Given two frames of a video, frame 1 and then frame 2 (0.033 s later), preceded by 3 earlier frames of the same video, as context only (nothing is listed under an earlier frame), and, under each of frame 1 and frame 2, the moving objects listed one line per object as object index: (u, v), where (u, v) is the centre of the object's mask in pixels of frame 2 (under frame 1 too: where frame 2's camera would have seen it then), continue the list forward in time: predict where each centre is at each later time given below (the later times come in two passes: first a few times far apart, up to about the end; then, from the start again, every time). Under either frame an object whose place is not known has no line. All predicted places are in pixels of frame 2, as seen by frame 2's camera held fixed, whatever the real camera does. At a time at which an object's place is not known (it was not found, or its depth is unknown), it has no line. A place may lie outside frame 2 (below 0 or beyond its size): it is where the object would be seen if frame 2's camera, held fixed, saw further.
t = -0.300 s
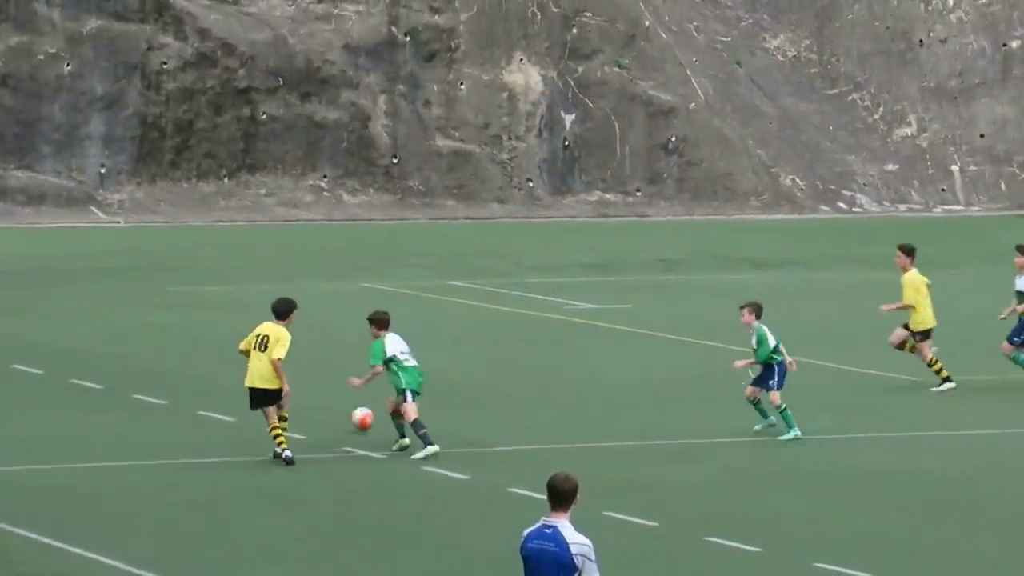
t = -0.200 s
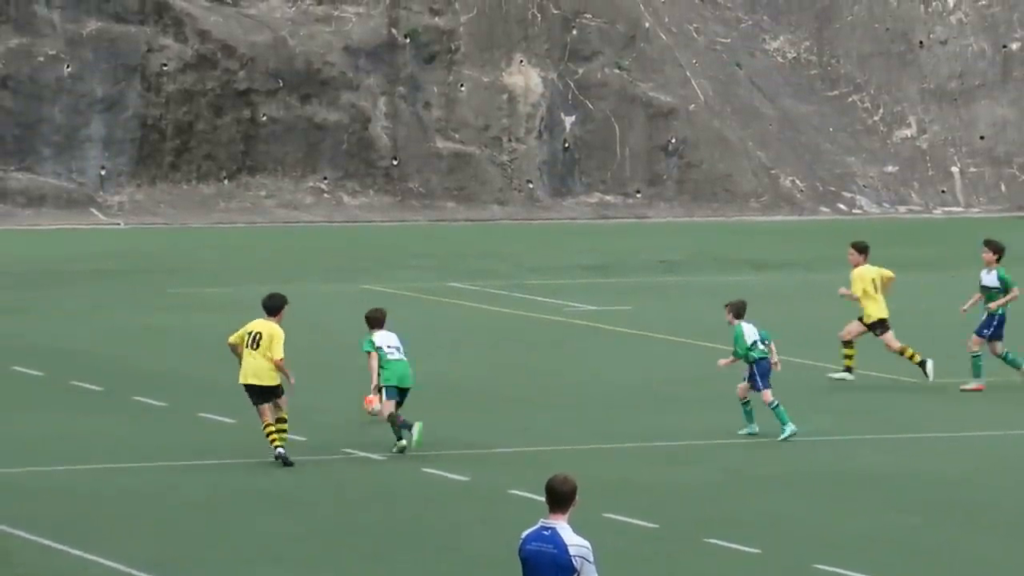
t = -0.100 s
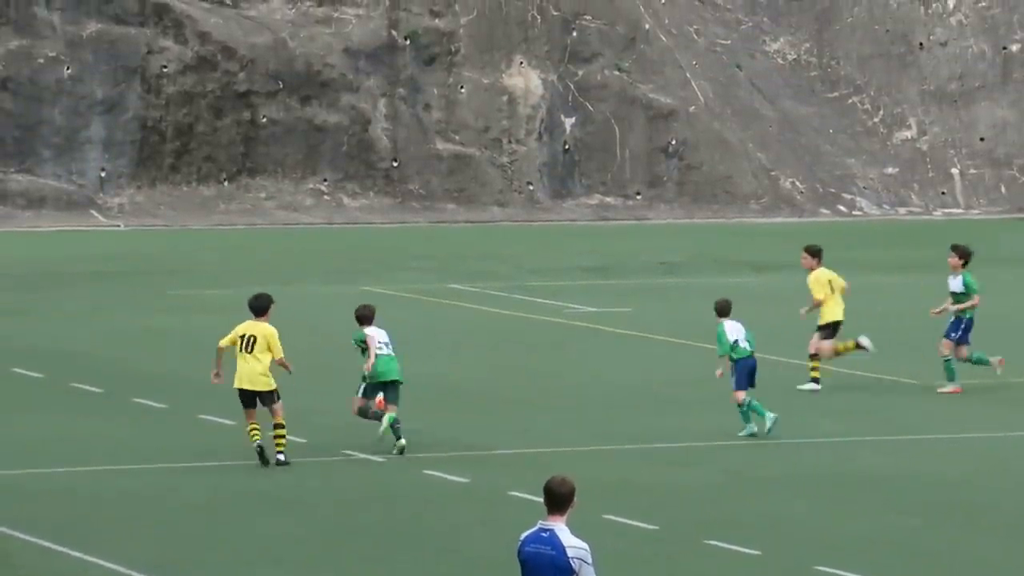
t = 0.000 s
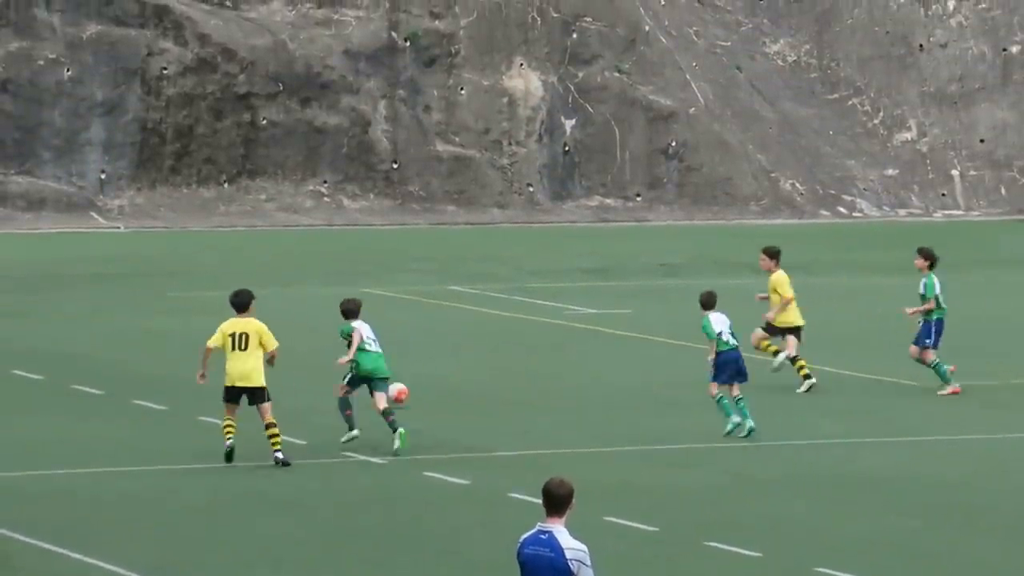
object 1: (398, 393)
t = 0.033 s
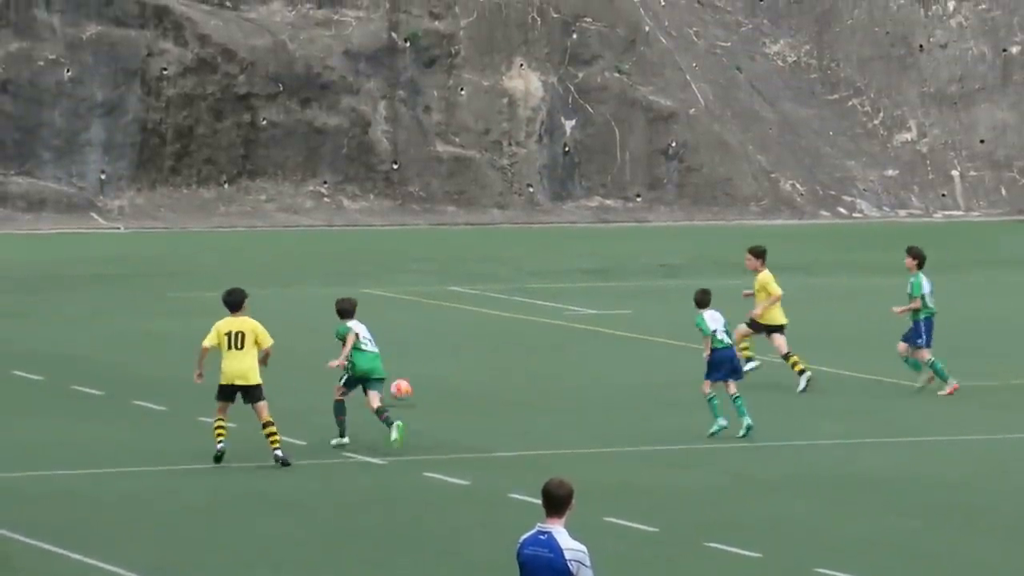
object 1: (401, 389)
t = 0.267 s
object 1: (423, 376)
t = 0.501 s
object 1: (445, 367)
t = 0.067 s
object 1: (403, 387)
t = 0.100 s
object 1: (407, 385)
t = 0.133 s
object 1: (410, 385)
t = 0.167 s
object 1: (414, 386)
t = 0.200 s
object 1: (416, 384)
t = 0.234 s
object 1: (420, 379)
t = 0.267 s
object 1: (423, 376)
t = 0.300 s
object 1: (426, 374)
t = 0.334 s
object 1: (429, 373)
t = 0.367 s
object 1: (432, 373)
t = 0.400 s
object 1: (436, 374)
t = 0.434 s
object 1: (438, 372)
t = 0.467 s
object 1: (442, 369)
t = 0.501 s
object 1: (445, 367)
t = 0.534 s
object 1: (448, 366)
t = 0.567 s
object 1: (450, 366)
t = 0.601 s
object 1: (454, 365)
